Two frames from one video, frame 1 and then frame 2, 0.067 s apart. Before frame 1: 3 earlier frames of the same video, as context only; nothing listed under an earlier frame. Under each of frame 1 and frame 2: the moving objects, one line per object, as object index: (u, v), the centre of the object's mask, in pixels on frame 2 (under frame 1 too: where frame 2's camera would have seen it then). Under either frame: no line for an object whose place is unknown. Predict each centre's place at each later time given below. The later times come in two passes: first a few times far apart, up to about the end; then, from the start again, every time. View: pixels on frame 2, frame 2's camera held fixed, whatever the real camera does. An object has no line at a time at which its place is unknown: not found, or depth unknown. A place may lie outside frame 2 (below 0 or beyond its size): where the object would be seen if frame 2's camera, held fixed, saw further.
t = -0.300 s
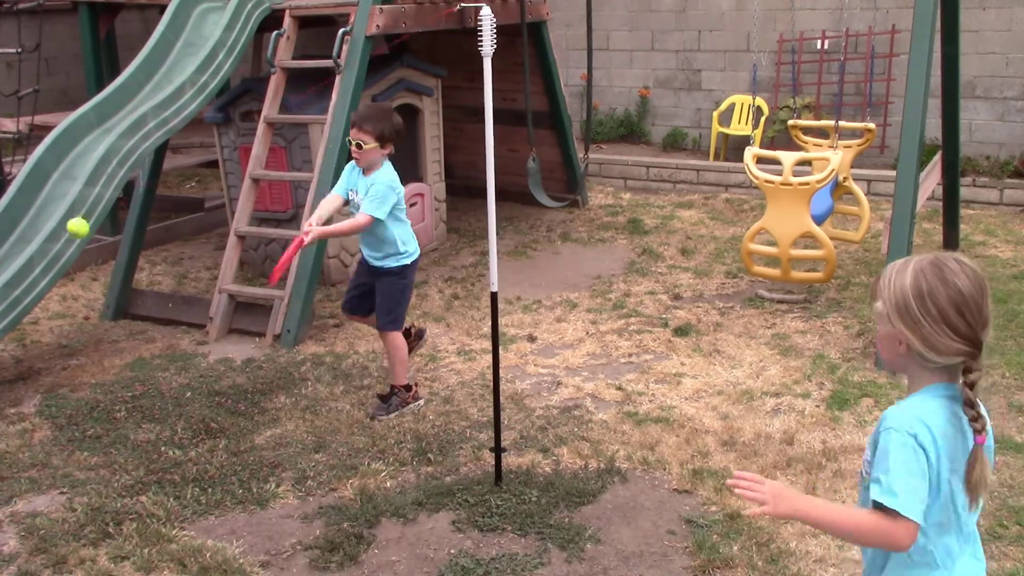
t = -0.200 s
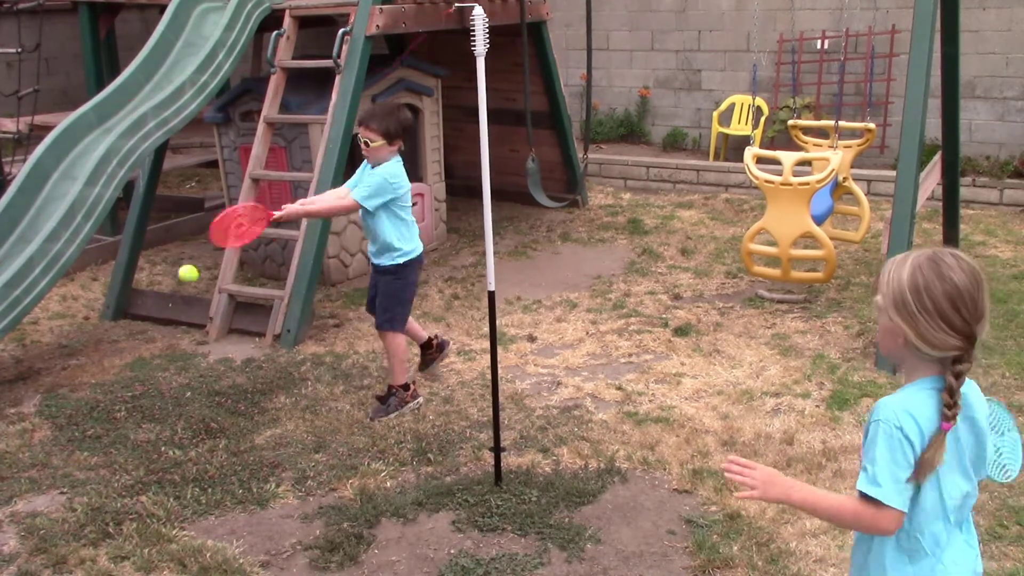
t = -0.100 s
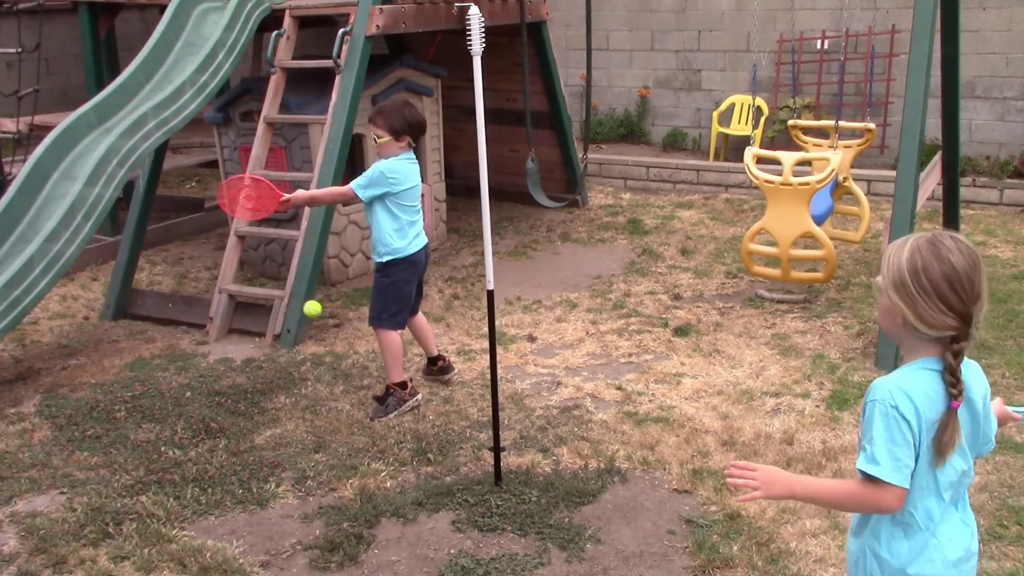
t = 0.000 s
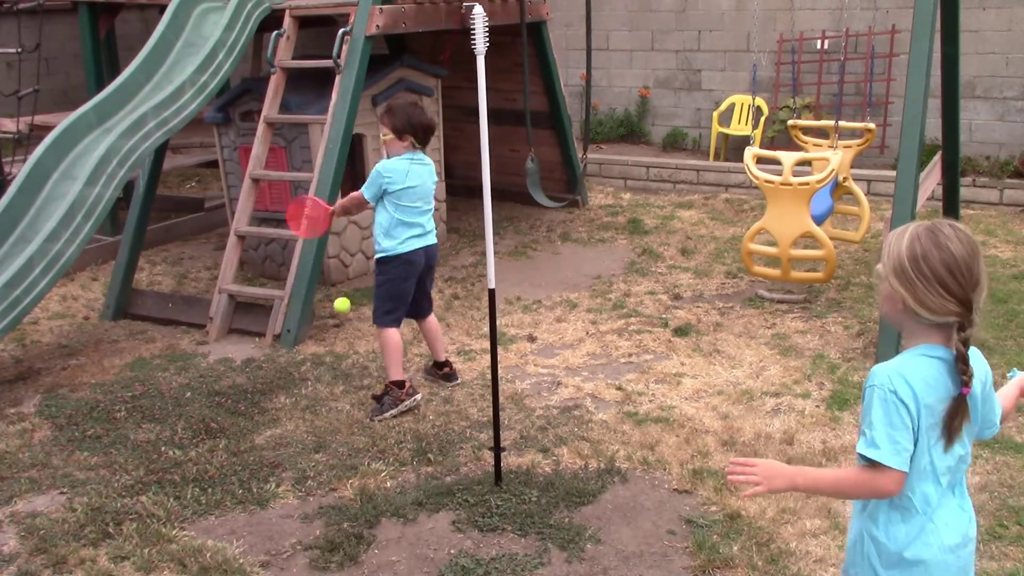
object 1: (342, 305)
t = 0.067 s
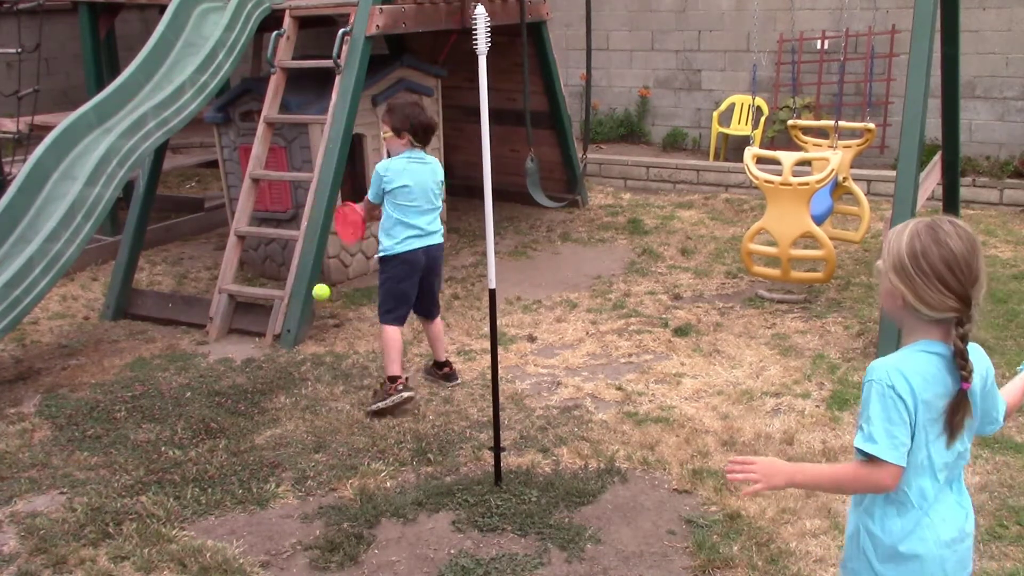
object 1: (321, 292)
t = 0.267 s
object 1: (276, 293)
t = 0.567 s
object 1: (288, 400)
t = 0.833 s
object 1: (425, 504)
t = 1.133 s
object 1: (664, 523)
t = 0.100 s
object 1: (311, 288)
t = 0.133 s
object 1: (302, 285)
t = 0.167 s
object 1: (294, 286)
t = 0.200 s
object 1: (286, 288)
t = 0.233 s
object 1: (281, 290)
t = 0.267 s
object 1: (276, 293)
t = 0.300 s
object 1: (272, 300)
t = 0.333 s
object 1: (268, 309)
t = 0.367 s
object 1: (266, 319)
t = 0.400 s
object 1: (266, 330)
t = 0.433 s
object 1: (267, 342)
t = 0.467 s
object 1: (270, 355)
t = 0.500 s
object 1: (274, 370)
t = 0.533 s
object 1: (280, 385)
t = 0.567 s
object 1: (288, 400)
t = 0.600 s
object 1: (298, 416)
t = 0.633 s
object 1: (310, 431)
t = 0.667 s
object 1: (325, 445)
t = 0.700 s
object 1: (341, 459)
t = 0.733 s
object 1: (359, 471)
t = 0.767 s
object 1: (379, 484)
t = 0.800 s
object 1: (401, 495)
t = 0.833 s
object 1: (425, 504)
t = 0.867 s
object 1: (449, 512)
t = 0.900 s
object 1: (475, 520)
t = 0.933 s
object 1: (502, 525)
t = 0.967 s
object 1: (528, 530)
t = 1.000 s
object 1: (556, 532)
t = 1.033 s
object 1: (584, 532)
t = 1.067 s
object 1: (611, 529)
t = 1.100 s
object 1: (638, 527)
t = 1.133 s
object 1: (664, 523)
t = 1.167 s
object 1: (689, 518)
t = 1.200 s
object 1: (713, 512)
